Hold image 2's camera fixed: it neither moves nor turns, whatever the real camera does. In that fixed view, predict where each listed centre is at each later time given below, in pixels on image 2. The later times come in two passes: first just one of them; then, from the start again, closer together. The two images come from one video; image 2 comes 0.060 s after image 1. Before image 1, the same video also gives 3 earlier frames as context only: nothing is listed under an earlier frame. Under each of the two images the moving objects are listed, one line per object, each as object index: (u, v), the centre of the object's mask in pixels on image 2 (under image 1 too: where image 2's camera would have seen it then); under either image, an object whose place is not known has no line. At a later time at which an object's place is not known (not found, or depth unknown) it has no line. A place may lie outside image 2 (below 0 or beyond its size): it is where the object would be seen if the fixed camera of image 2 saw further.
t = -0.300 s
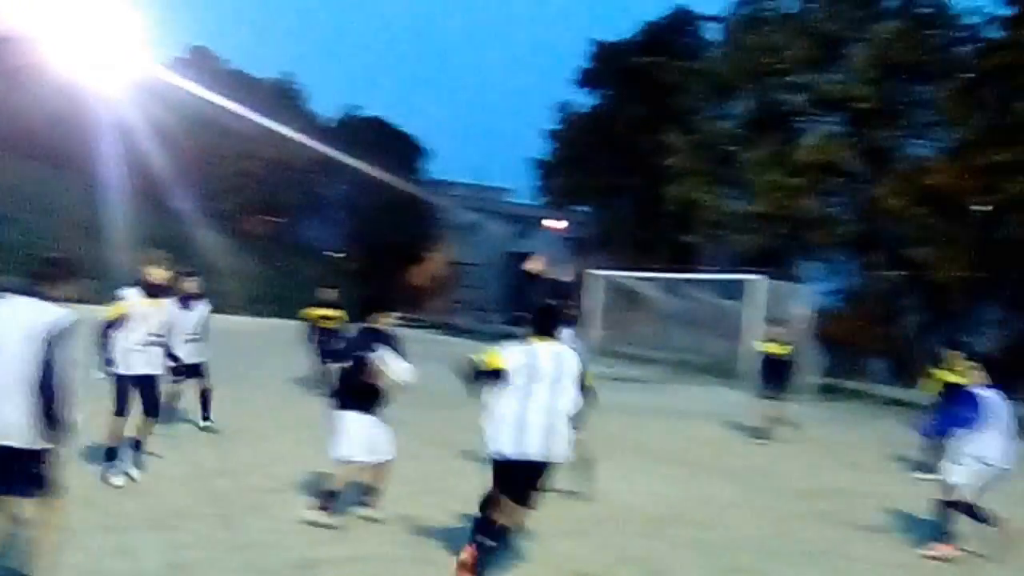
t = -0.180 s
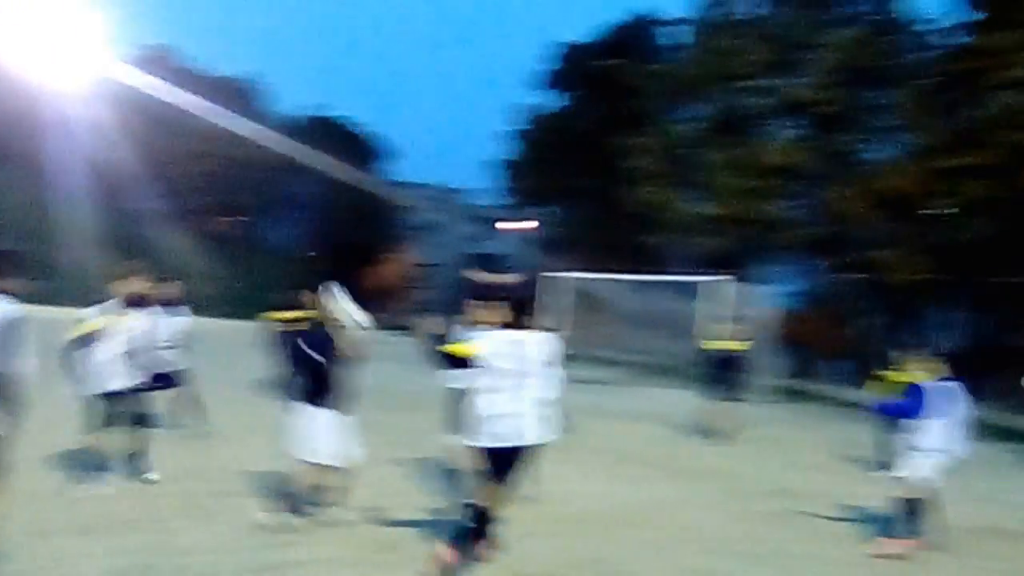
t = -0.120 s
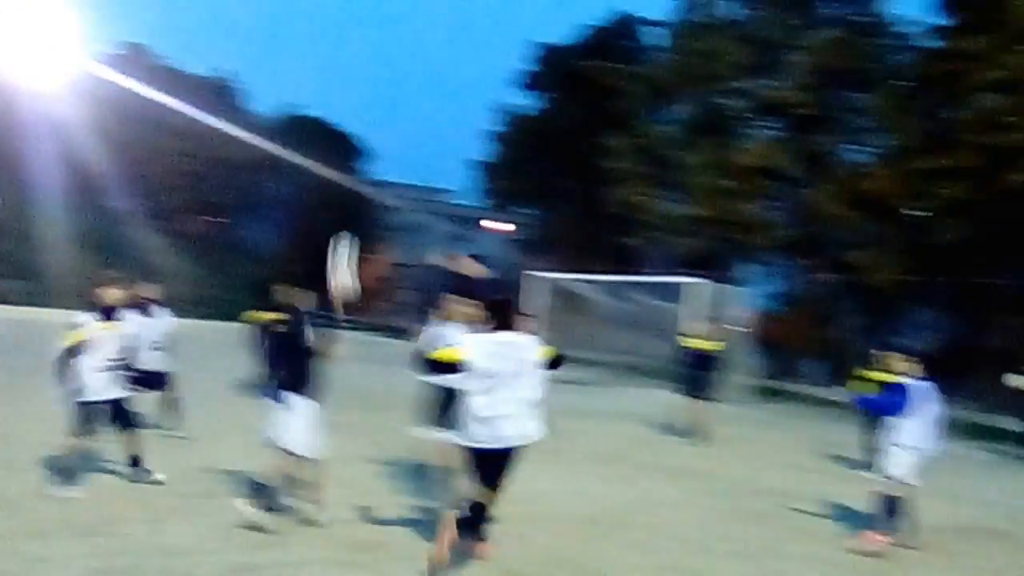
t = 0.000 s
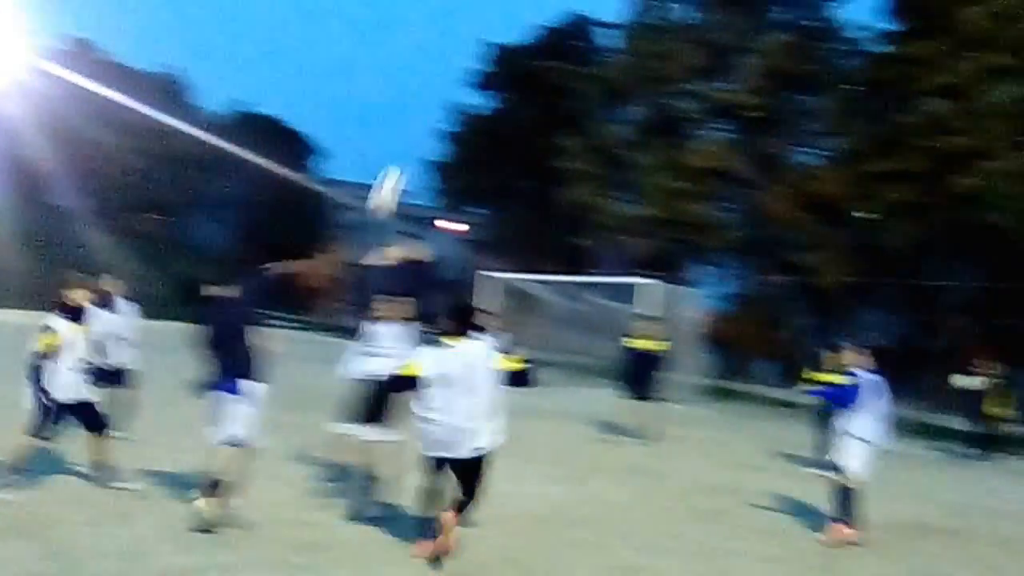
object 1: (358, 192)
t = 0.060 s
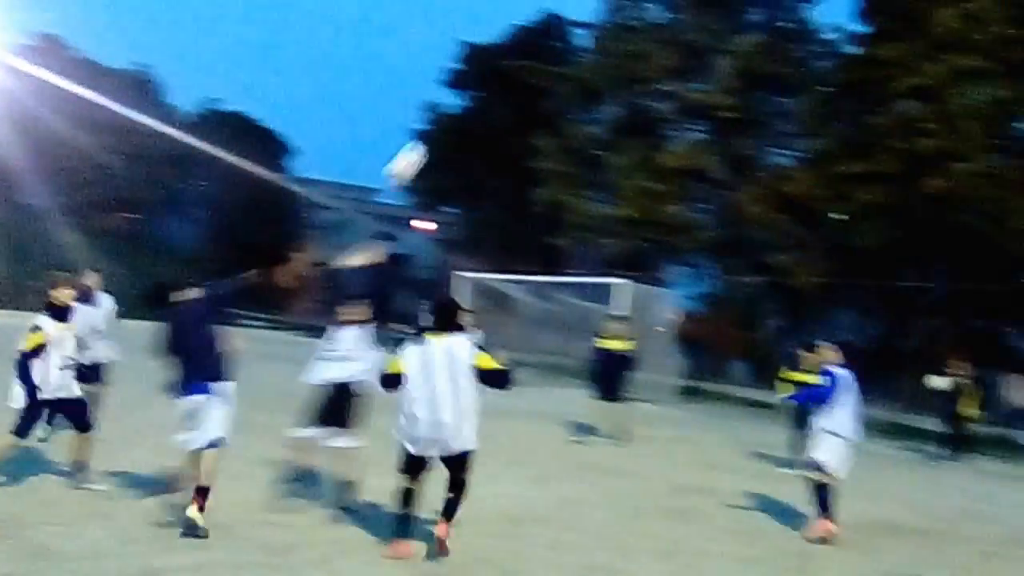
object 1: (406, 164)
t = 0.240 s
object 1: (517, 124)
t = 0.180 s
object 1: (484, 133)
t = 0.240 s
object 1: (517, 124)
